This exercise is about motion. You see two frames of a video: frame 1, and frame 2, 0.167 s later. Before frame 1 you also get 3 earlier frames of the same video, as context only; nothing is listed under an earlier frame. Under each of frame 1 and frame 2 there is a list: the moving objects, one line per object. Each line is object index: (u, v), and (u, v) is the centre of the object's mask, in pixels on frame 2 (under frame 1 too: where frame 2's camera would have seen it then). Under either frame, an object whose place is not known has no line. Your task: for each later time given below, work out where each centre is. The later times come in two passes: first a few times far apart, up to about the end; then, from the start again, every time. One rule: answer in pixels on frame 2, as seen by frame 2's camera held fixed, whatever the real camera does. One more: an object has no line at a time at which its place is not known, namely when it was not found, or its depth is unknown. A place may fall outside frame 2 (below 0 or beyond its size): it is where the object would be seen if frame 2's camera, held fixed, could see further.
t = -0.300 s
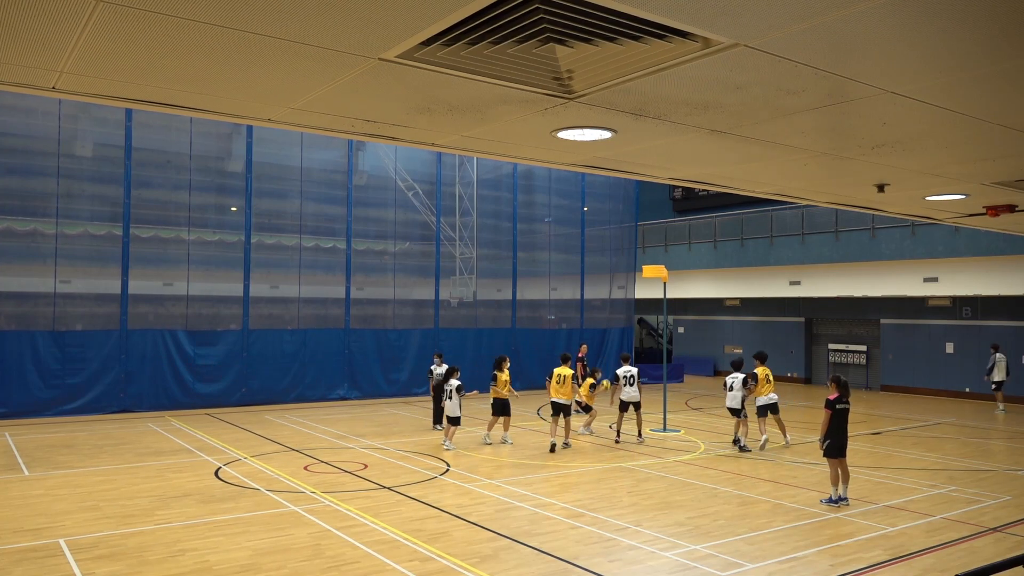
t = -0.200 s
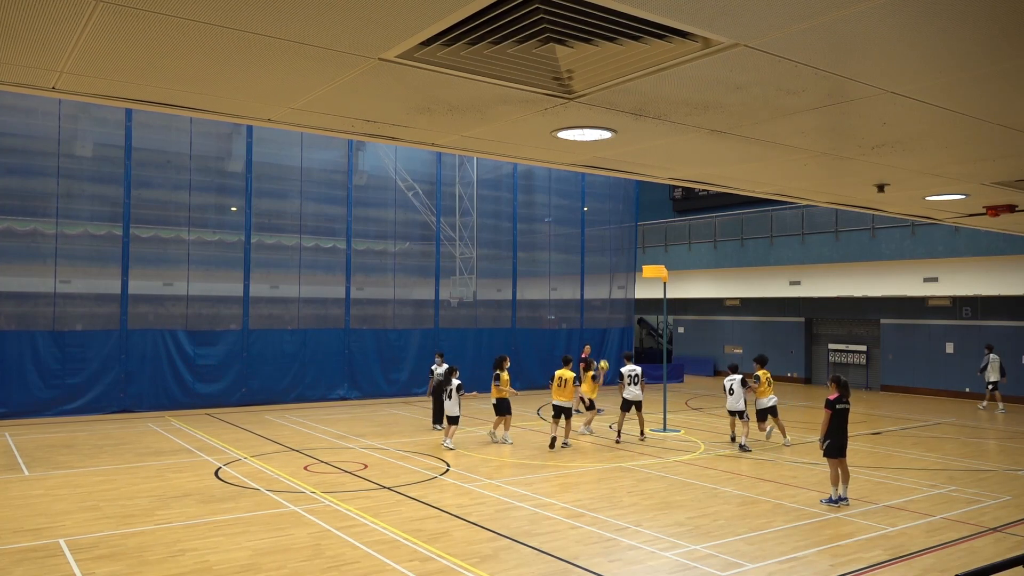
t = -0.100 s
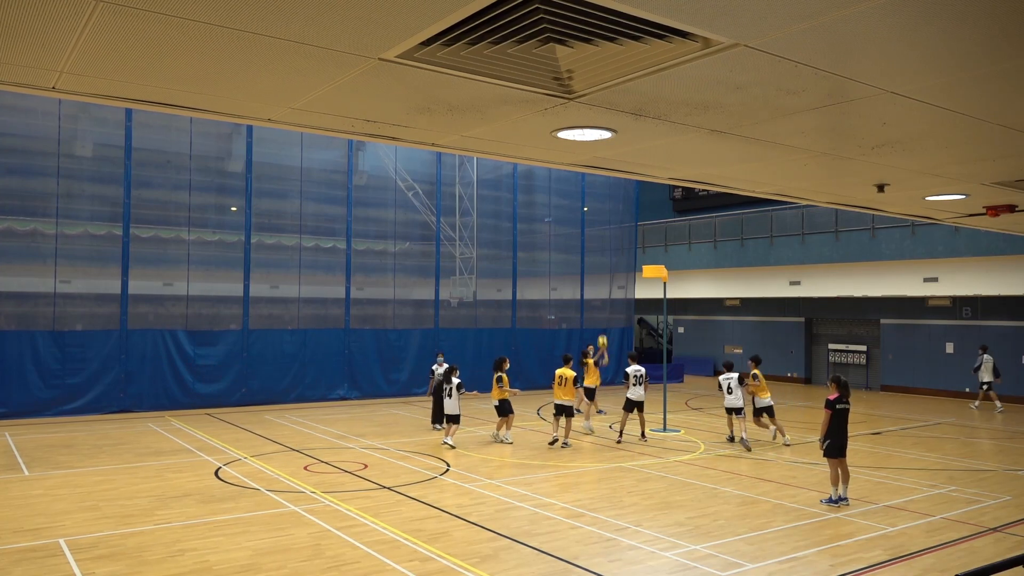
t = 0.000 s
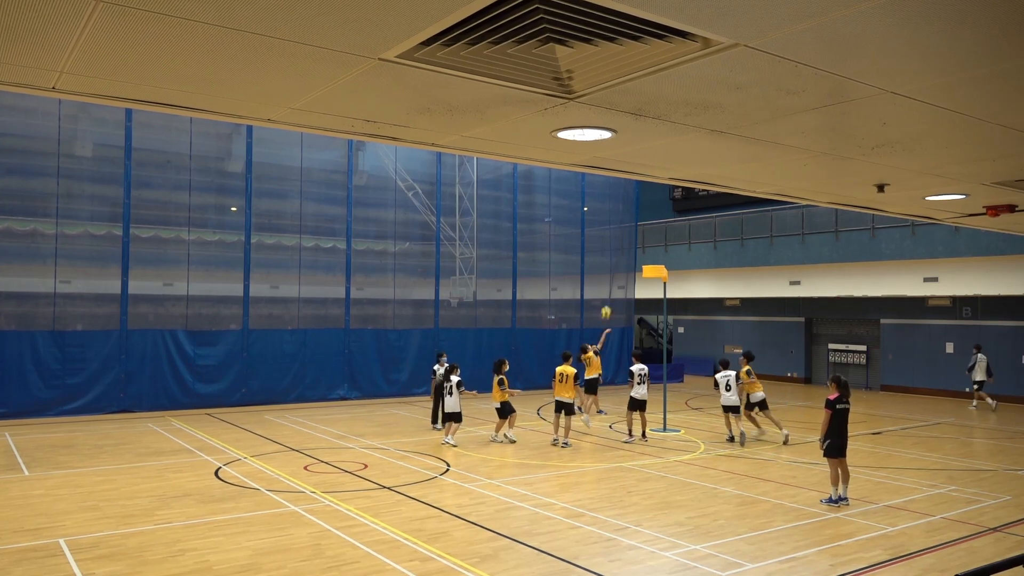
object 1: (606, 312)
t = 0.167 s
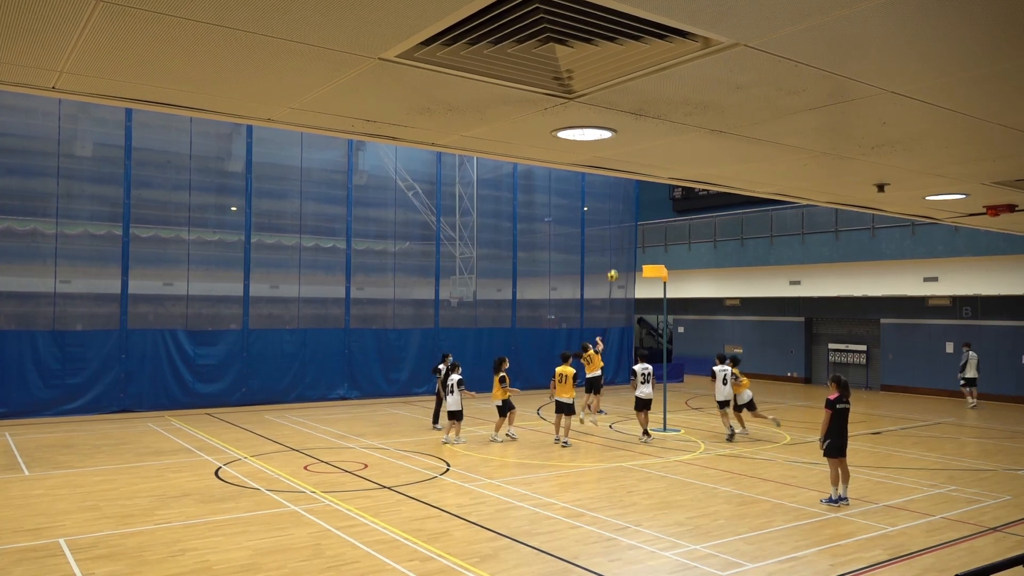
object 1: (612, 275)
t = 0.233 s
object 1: (616, 262)
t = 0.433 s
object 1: (624, 240)
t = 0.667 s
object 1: (632, 238)
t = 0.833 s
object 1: (638, 252)
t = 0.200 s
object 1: (614, 268)
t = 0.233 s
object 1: (616, 262)
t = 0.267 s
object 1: (616, 258)
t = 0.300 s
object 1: (618, 253)
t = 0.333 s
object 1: (620, 248)
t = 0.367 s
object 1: (620, 246)
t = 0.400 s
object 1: (622, 243)
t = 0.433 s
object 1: (624, 240)
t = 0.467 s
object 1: (624, 239)
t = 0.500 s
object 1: (626, 237)
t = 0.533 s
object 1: (627, 237)
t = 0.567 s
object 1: (628, 236)
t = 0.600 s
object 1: (629, 236)
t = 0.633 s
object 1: (631, 237)
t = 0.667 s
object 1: (632, 238)
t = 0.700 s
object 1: (633, 240)
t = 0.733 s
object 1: (635, 242)
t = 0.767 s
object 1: (635, 244)
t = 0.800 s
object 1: (637, 247)
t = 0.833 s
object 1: (638, 252)
